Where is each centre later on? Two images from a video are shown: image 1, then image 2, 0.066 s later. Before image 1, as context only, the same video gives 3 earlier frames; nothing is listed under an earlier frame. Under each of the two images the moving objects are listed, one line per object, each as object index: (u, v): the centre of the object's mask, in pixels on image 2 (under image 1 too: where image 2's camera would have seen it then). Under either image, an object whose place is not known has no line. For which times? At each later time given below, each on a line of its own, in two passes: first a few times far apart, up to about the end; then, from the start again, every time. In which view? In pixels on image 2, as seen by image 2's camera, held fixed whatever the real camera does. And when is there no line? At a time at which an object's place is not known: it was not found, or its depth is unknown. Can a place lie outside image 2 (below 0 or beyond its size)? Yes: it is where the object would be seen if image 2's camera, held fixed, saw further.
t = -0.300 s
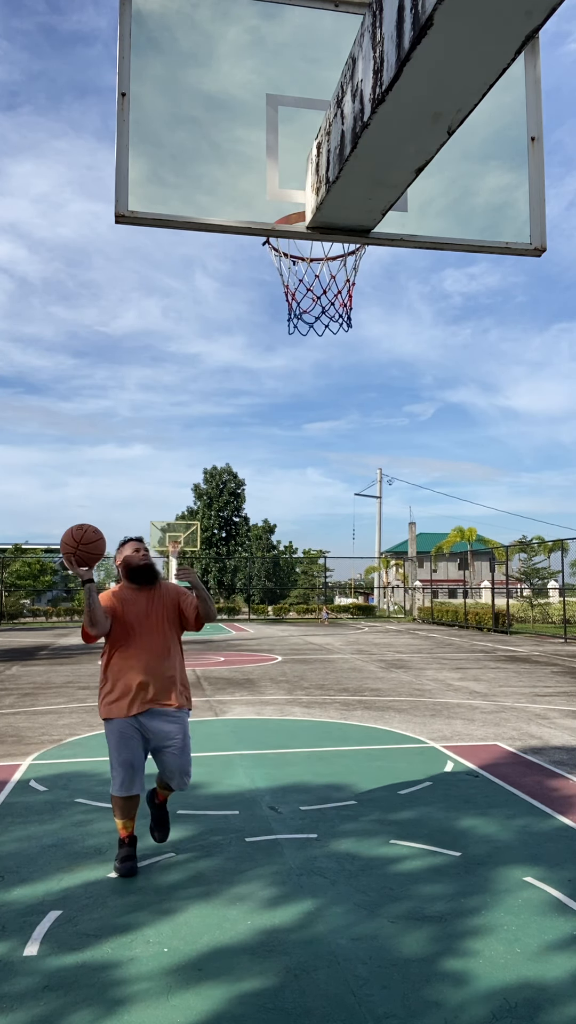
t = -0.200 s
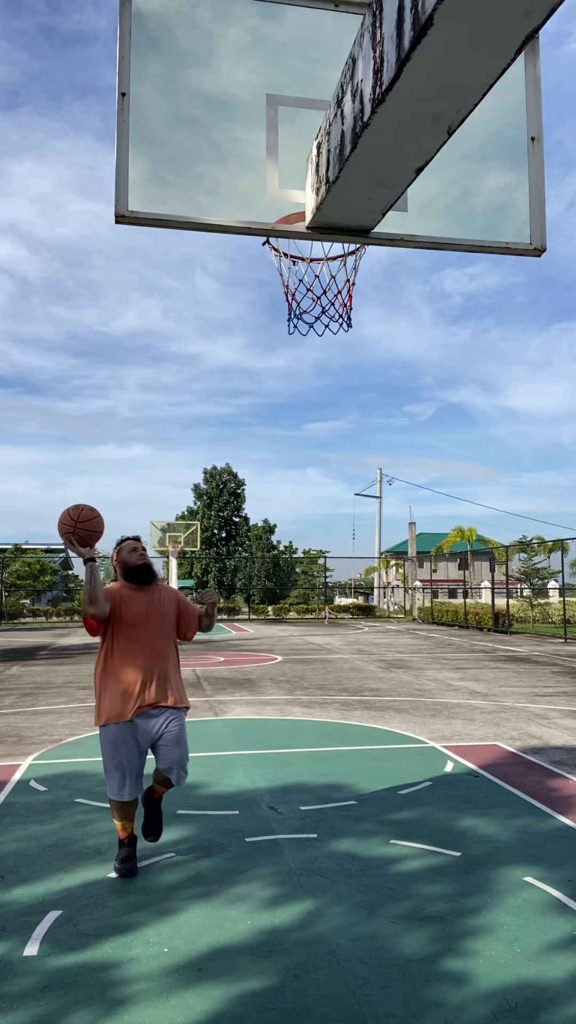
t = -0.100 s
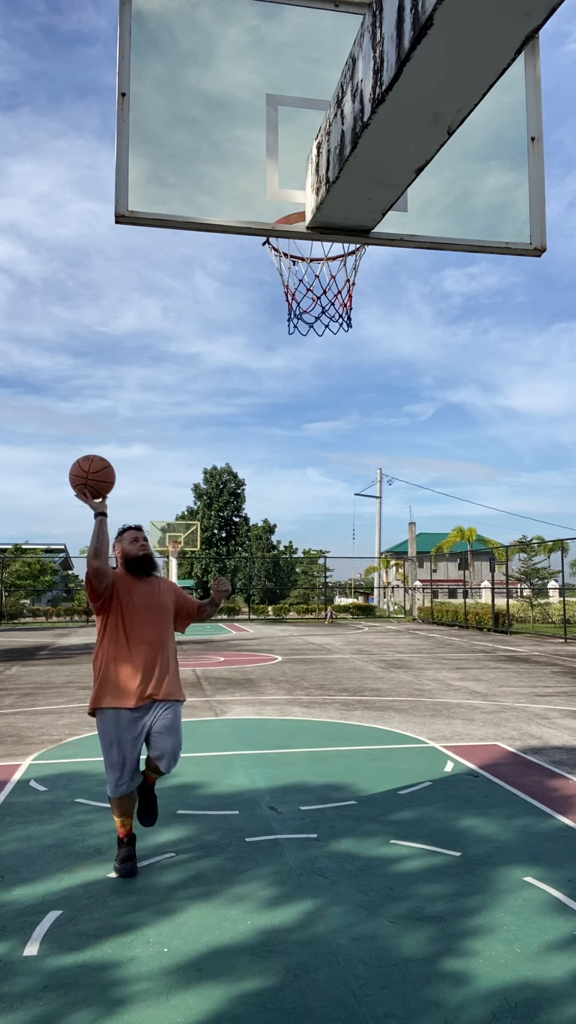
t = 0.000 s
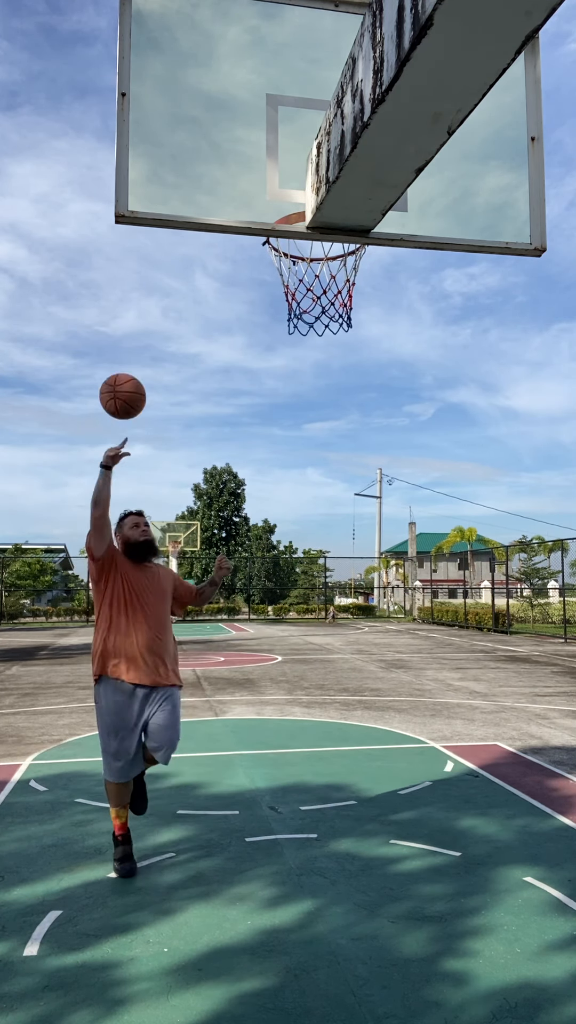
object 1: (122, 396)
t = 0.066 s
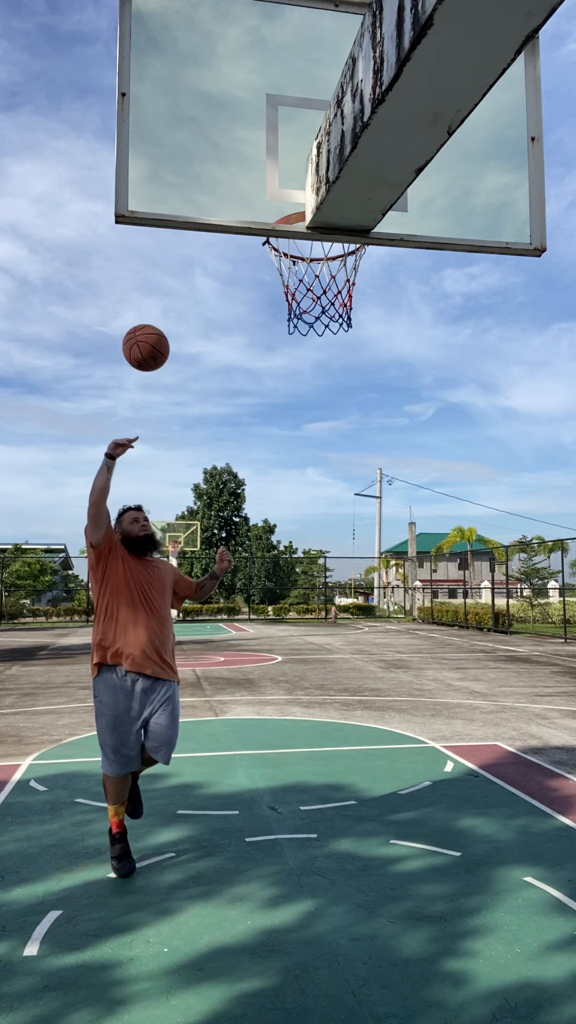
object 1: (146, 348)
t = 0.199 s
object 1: (194, 271)
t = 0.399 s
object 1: (238, 200)
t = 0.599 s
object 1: (209, 198)
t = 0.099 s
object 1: (158, 326)
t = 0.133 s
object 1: (170, 306)
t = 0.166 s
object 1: (182, 288)
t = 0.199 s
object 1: (194, 271)
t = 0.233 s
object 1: (207, 256)
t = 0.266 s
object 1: (219, 249)
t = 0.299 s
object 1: (233, 233)
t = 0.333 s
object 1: (245, 219)
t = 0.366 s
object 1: (242, 205)
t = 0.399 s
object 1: (238, 200)
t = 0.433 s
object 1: (233, 196)
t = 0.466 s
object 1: (228, 194)
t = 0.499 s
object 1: (224, 192)
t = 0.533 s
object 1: (219, 193)
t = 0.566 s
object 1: (214, 195)
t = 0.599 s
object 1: (209, 198)
